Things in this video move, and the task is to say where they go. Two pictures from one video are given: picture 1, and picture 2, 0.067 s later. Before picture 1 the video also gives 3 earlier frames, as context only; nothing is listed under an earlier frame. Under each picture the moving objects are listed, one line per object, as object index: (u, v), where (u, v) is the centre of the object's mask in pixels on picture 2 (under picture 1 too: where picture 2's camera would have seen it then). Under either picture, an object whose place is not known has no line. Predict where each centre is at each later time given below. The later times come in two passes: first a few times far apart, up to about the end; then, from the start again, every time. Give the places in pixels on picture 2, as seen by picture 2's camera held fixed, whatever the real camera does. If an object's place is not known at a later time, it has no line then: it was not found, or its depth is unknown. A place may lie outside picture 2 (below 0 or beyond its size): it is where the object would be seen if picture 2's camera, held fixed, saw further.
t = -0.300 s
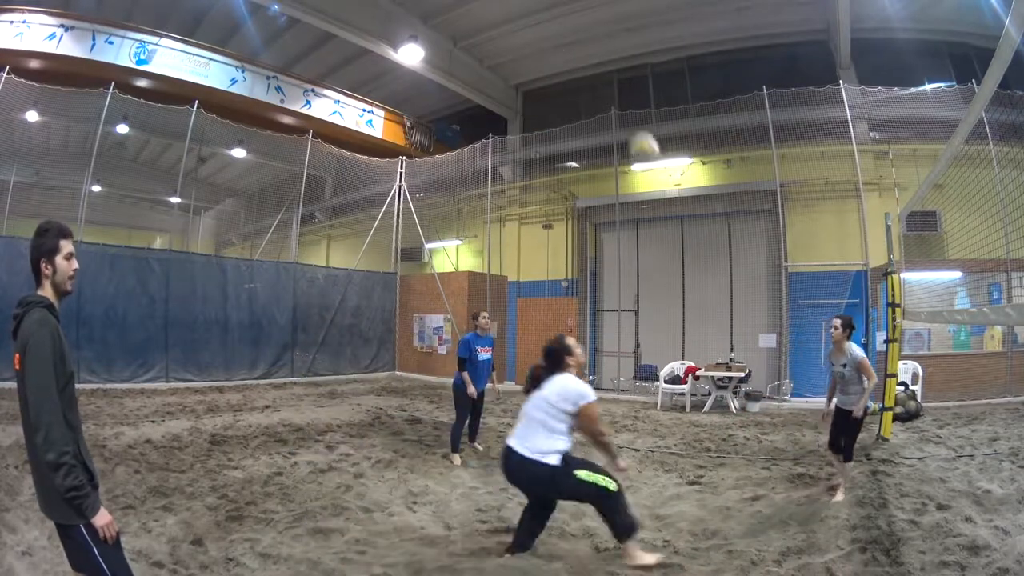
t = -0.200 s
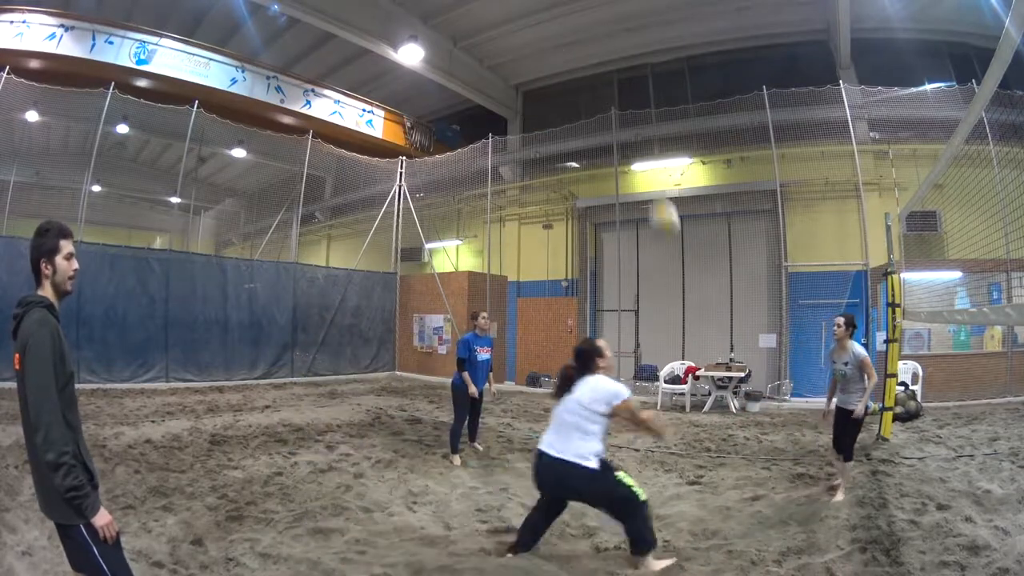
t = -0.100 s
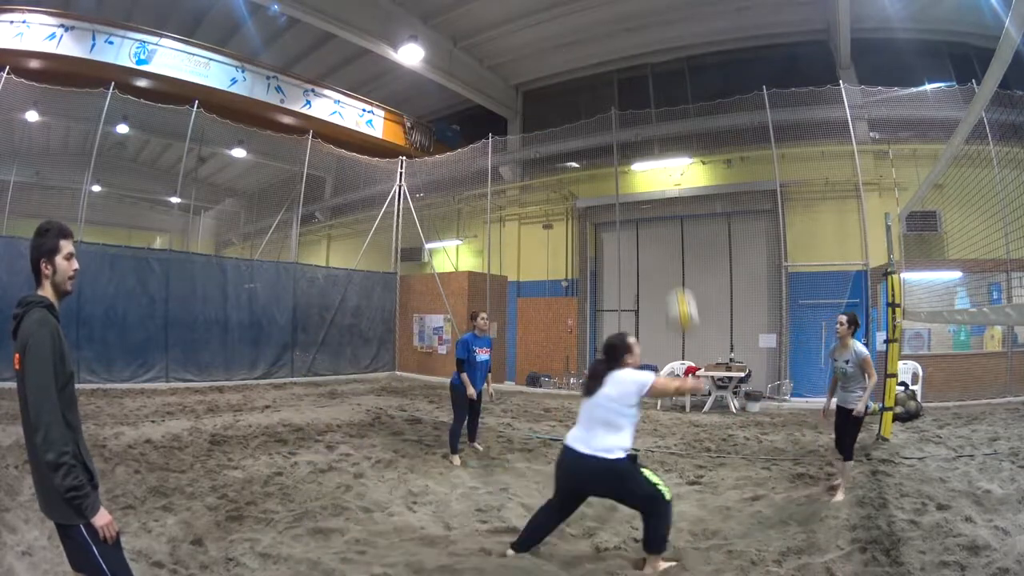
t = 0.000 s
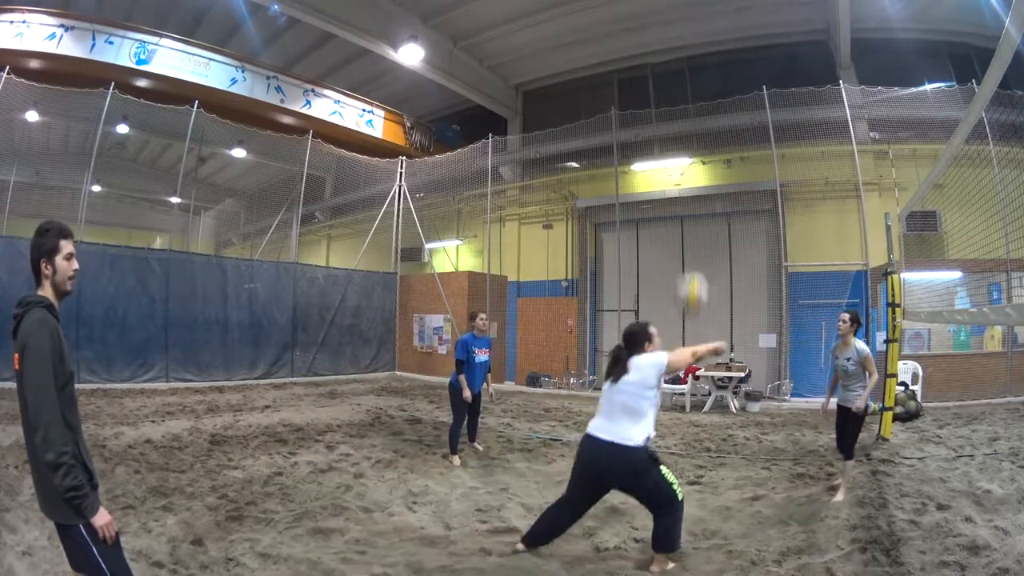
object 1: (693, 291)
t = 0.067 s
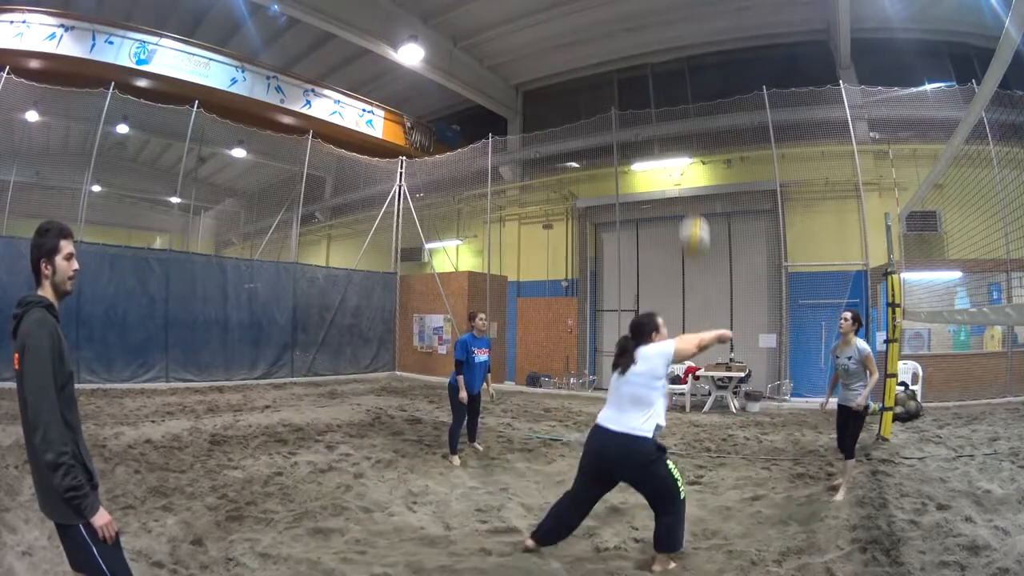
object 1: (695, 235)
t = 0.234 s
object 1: (694, 128)
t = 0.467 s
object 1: (692, 55)
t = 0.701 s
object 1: (698, 47)
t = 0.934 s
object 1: (714, 103)
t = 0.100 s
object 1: (695, 208)
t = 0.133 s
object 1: (693, 190)
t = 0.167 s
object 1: (695, 162)
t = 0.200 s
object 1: (694, 144)
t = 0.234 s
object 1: (694, 128)
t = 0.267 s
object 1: (693, 111)
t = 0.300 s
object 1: (693, 99)
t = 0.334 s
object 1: (692, 87)
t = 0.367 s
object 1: (692, 77)
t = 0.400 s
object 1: (692, 69)
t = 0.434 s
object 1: (692, 61)
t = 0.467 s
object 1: (692, 55)
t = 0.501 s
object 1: (692, 51)
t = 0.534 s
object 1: (693, 47)
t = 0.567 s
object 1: (694, 44)
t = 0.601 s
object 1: (694, 43)
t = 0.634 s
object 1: (695, 44)
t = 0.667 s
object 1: (697, 45)
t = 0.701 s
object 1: (698, 47)
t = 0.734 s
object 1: (700, 51)
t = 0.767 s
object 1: (702, 57)
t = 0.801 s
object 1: (704, 63)
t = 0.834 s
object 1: (707, 71)
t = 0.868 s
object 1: (709, 81)
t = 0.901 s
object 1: (712, 91)
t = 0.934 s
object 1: (714, 103)
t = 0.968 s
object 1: (718, 120)
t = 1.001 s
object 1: (721, 136)
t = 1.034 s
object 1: (725, 154)
